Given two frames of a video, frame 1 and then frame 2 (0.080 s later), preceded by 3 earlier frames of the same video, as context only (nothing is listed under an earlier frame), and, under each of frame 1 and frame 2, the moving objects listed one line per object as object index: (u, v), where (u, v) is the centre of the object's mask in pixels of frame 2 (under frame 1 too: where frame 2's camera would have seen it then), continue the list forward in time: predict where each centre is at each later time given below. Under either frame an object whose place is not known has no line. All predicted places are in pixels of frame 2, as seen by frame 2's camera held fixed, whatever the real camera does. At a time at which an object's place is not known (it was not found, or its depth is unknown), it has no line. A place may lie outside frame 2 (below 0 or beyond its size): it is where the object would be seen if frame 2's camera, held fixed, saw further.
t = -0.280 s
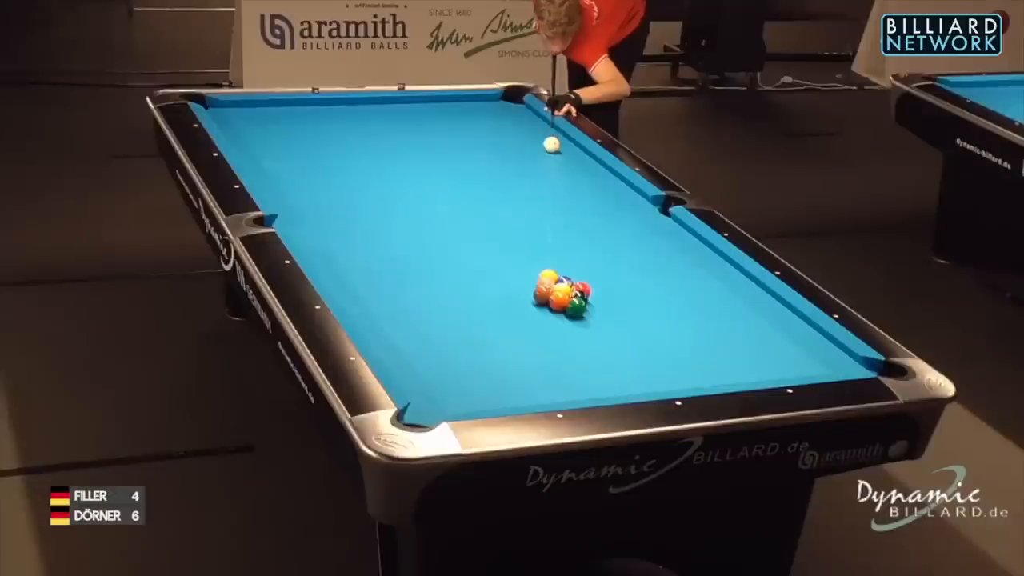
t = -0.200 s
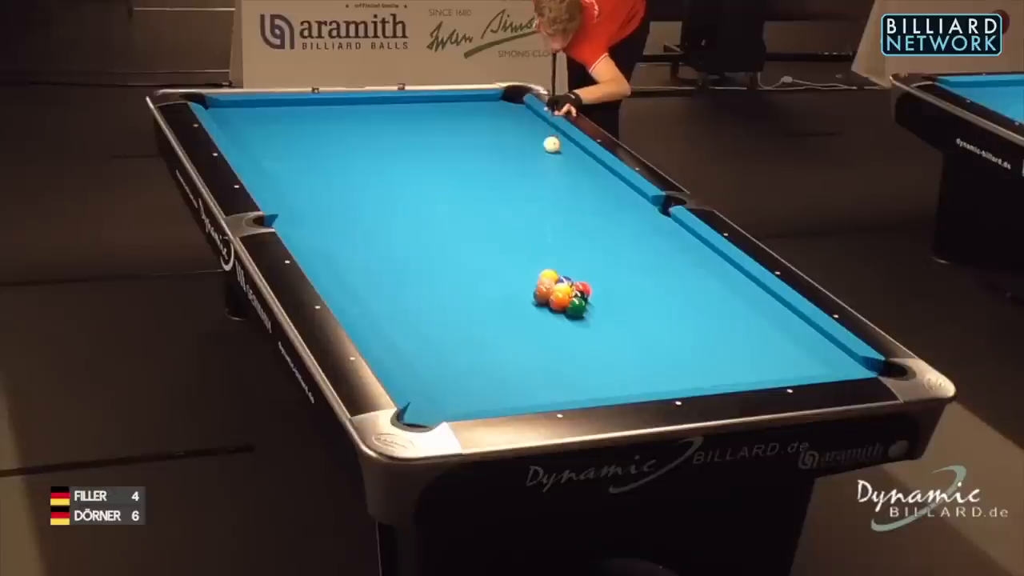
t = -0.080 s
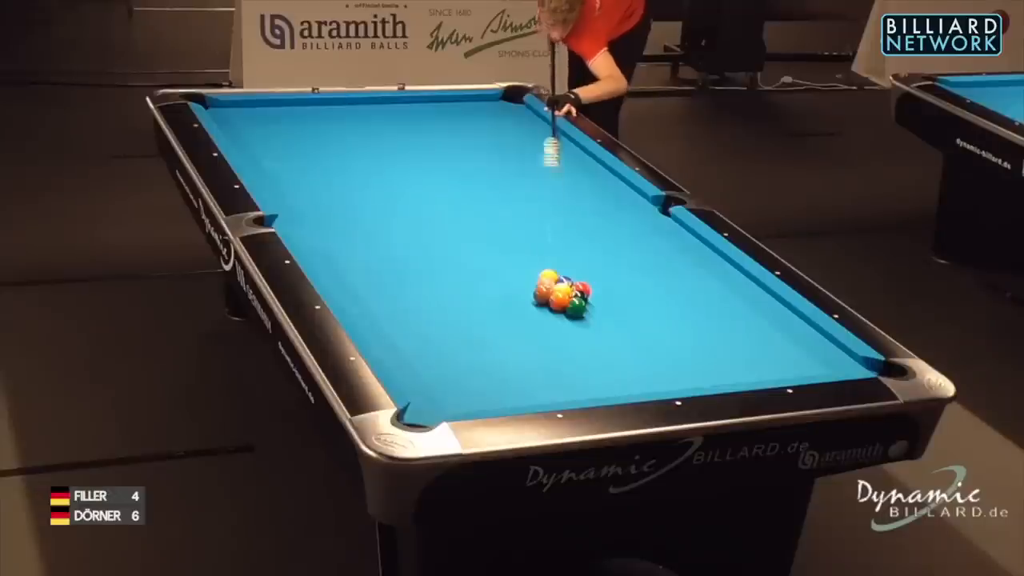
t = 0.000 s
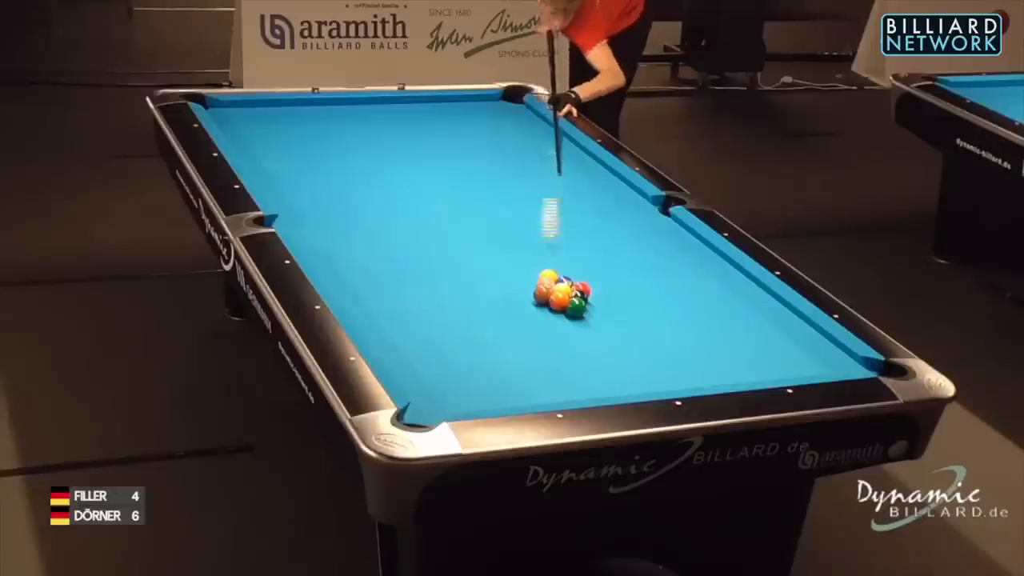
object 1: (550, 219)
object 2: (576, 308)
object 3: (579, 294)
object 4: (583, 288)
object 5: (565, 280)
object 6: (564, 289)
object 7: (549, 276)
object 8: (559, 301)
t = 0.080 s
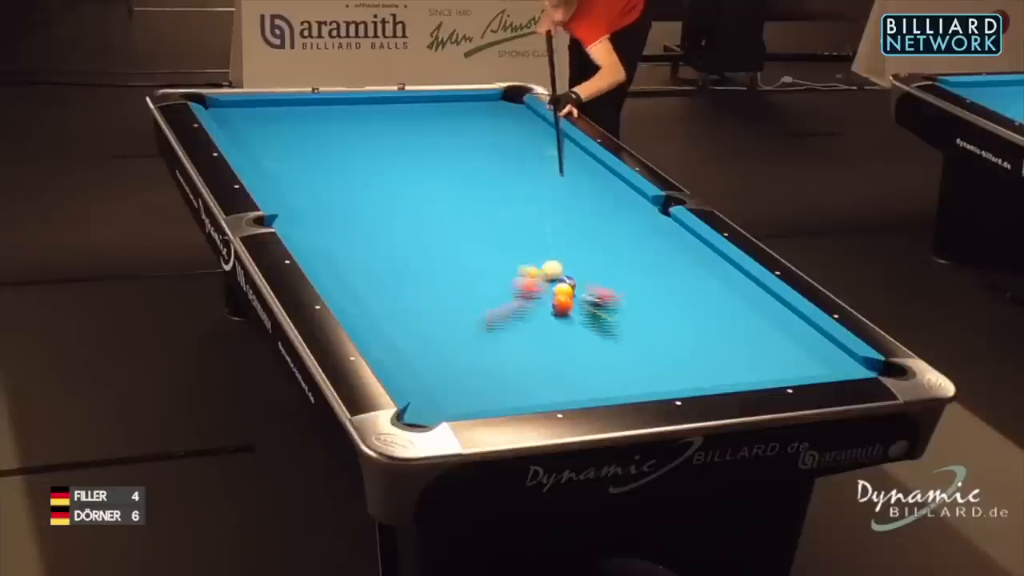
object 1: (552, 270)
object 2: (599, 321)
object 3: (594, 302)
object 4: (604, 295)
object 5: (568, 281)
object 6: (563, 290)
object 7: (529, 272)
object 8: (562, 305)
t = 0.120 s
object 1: (556, 268)
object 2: (629, 337)
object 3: (613, 313)
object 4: (630, 302)
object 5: (570, 281)
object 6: (564, 291)
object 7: (512, 270)
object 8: (564, 308)
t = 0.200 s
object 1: (563, 265)
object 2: (685, 367)
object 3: (646, 326)
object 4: (679, 315)
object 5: (574, 281)
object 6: (566, 293)
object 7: (479, 264)
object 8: (568, 315)
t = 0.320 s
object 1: (574, 262)
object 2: (713, 368)
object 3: (693, 342)
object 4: (744, 332)
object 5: (579, 281)
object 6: (569, 294)
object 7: (435, 254)
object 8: (574, 325)
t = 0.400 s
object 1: (580, 260)
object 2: (698, 356)
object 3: (729, 348)
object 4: (786, 341)
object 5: (583, 280)
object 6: (571, 294)
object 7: (406, 247)
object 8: (578, 332)
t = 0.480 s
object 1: (587, 259)
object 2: (678, 350)
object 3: (770, 347)
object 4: (829, 352)
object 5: (586, 280)
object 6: (572, 294)
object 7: (378, 240)
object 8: (582, 338)
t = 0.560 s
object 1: (593, 257)
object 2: (661, 344)
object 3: (809, 348)
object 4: (848, 360)
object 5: (589, 280)
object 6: (574, 294)
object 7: (350, 234)
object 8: (585, 345)
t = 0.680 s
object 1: (602, 254)
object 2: (635, 334)
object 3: (830, 351)
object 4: (831, 365)
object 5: (595, 279)
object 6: (575, 294)
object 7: (309, 224)
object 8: (591, 356)
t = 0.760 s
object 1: (608, 253)
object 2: (618, 329)
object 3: (834, 359)
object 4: (811, 364)
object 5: (598, 278)
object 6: (576, 294)
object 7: (290, 219)
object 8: (596, 362)
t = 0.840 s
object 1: (613, 251)
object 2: (602, 322)
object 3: (820, 365)
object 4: (792, 362)
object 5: (601, 278)
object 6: (577, 294)
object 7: (304, 222)
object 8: (600, 369)
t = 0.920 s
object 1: (618, 249)
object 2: (586, 317)
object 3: (807, 369)
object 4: (774, 359)
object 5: (604, 277)
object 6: (577, 294)
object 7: (318, 224)
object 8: (603, 376)
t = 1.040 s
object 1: (627, 247)
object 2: (563, 309)
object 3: (776, 370)
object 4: (746, 354)
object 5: (608, 276)
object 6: (577, 294)
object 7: (337, 228)
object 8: (610, 386)
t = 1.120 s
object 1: (631, 246)
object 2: (548, 303)
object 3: (755, 369)
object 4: (728, 351)
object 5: (610, 275)
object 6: (577, 294)
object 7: (350, 230)
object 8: (613, 389)
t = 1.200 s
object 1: (637, 244)
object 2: (533, 298)
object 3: (735, 369)
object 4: (711, 347)
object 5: (613, 275)
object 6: (577, 294)
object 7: (362, 232)
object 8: (607, 387)
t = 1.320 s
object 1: (644, 242)
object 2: (512, 291)
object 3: (704, 366)
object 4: (684, 342)
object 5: (616, 274)
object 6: (577, 294)
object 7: (381, 236)
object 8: (599, 383)
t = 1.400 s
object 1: (648, 241)
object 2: (499, 286)
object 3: (684, 365)
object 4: (668, 339)
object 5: (618, 273)
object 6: (577, 294)
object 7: (394, 238)
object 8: (593, 378)
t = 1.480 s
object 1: (652, 239)
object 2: (485, 281)
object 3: (663, 363)
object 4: (651, 336)
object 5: (620, 273)
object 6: (577, 294)
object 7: (406, 240)
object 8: (587, 374)
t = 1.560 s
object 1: (656, 238)
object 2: (472, 276)
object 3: (643, 361)
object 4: (635, 333)
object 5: (622, 273)
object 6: (577, 294)
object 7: (417, 242)
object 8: (582, 371)
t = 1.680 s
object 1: (663, 236)
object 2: (452, 269)
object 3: (613, 359)
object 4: (611, 329)
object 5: (625, 273)
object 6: (577, 294)
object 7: (435, 245)
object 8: (575, 365)
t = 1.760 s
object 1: (667, 234)
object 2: (440, 265)
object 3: (593, 357)
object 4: (595, 326)
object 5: (626, 272)
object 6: (577, 294)
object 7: (447, 247)
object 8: (570, 361)
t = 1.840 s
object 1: (670, 233)
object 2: (428, 260)
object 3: (578, 353)
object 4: (579, 324)
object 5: (628, 272)
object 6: (577, 294)
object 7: (458, 249)
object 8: (562, 359)
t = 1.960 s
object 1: (675, 232)
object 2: (410, 254)
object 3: (559, 345)
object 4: (556, 319)
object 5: (630, 272)
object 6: (577, 294)
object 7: (475, 252)
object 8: (545, 359)
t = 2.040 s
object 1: (678, 230)
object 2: (399, 250)
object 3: (547, 341)
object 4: (541, 316)
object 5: (631, 272)
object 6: (577, 294)
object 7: (486, 254)
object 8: (535, 359)
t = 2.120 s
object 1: (681, 229)
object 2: (388, 246)
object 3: (535, 336)
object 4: (526, 313)
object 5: (632, 272)
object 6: (577, 294)
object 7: (497, 256)
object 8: (524, 358)
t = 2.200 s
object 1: (680, 227)
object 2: (376, 242)
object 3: (524, 332)
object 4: (513, 311)
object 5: (633, 272)
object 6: (577, 294)
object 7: (508, 257)
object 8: (514, 357)
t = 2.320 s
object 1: (673, 225)
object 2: (360, 236)
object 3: (507, 326)
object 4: (491, 307)
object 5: (634, 272)
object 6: (577, 294)
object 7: (523, 260)
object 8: (499, 357)
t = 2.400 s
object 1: (669, 223)
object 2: (350, 232)
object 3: (497, 322)
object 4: (478, 305)
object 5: (634, 271)
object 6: (577, 294)
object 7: (534, 262)
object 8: (489, 356)
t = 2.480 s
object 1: (665, 222)
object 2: (339, 230)
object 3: (487, 318)
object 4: (464, 303)
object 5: (634, 271)
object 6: (577, 294)
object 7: (544, 263)
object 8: (479, 355)
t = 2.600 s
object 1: (659, 219)
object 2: (325, 224)
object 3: (472, 313)
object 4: (445, 299)
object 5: (635, 271)
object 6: (577, 294)
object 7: (559, 266)
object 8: (465, 355)
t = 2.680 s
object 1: (655, 218)
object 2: (316, 220)
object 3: (462, 309)
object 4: (432, 296)
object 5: (635, 271)
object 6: (577, 294)
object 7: (568, 267)
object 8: (456, 354)
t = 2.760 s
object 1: (652, 216)
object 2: (307, 217)
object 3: (452, 306)
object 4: (419, 294)
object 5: (635, 271)
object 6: (577, 294)
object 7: (578, 269)
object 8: (447, 354)
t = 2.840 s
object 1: (648, 215)
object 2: (298, 213)
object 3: (443, 302)
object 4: (407, 292)
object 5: (635, 271)
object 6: (577, 294)
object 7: (588, 270)
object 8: (439, 353)
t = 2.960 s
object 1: (643, 213)
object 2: (284, 208)
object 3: (430, 297)
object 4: (389, 288)
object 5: (634, 271)
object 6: (577, 294)
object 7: (601, 272)
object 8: (426, 353)
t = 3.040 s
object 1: (640, 212)
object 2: (280, 205)
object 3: (421, 293)
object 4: (377, 286)
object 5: (635, 271)
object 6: (577, 294)
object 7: (610, 274)
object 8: (418, 352)
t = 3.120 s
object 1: (637, 211)
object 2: (281, 203)
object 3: (413, 290)
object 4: (365, 284)
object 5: (635, 271)
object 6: (577, 294)
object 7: (619, 275)
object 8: (410, 352)
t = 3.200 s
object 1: (634, 209)
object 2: (282, 201)
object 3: (405, 287)
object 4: (354, 282)
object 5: (638, 269)
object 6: (577, 294)
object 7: (626, 277)
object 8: (402, 352)
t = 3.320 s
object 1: (630, 208)
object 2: (284, 198)
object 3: (393, 283)
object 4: (339, 279)
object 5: (639, 267)
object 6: (577, 294)
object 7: (636, 280)
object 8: (391, 351)
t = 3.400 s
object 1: (627, 207)
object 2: (285, 196)
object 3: (385, 279)
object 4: (335, 276)
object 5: (639, 267)
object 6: (577, 294)
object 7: (643, 282)
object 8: (386, 349)
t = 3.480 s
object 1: (624, 206)
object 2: (287, 194)
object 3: (378, 276)
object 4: (338, 275)
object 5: (641, 268)
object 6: (577, 295)
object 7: (649, 284)
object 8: (389, 349)
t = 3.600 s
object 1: (621, 205)
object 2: (289, 191)
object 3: (367, 273)
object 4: (344, 272)
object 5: (643, 269)
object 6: (577, 294)
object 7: (658, 286)
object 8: (394, 349)
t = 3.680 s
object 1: (619, 204)
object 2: (290, 189)
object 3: (365, 269)
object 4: (343, 271)
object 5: (644, 268)
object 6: (577, 294)
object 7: (664, 288)
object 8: (397, 348)
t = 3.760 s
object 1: (617, 203)
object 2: (291, 188)
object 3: (365, 266)
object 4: (341, 270)
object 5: (645, 268)
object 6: (577, 294)
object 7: (669, 290)
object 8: (401, 347)
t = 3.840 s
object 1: (615, 202)
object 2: (293, 186)
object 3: (365, 263)
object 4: (338, 269)
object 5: (646, 268)
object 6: (577, 294)
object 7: (675, 292)
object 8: (404, 346)
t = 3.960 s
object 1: (612, 201)
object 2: (294, 184)
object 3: (365, 259)
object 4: (334, 267)
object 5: (647, 267)
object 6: (577, 294)
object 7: (682, 294)
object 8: (408, 345)
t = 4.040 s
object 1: (610, 201)
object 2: (295, 183)
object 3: (365, 256)
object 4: (332, 266)
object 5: (648, 267)
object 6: (577, 294)
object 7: (688, 296)
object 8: (411, 345)
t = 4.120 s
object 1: (609, 200)
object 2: (297, 181)
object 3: (365, 253)
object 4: (330, 265)
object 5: (648, 267)
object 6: (577, 294)
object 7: (693, 297)
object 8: (413, 344)
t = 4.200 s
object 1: (607, 200)
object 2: (297, 180)
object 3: (365, 250)
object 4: (328, 264)
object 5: (648, 267)
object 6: (577, 294)
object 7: (697, 298)
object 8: (415, 344)
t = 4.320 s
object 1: (605, 199)
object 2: (299, 178)
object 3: (365, 247)
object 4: (325, 262)
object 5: (649, 266)
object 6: (577, 294)
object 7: (704, 300)
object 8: (419, 343)
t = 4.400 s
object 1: (604, 199)
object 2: (300, 176)
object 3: (365, 244)
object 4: (323, 262)
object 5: (649, 266)
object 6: (577, 294)
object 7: (709, 302)
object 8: (420, 343)
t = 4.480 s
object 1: (603, 199)
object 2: (300, 175)
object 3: (365, 242)
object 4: (322, 261)
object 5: (649, 266)
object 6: (577, 294)
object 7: (713, 303)
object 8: (422, 342)
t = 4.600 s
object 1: (602, 198)
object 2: (301, 174)
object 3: (365, 239)
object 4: (322, 260)
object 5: (649, 266)
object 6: (577, 294)
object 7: (719, 305)
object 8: (424, 342)
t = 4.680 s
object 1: (601, 198)
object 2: (302, 173)
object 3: (365, 236)
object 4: (322, 260)
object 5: (649, 266)
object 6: (577, 294)
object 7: (723, 306)
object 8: (425, 341)
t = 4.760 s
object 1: (601, 197)
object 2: (303, 172)
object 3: (365, 234)
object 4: (322, 260)
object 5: (649, 266)
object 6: (577, 294)
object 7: (727, 307)
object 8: (426, 341)
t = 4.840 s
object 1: (600, 197)
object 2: (303, 171)
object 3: (365, 232)
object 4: (323, 260)
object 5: (649, 266)
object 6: (577, 294)
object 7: (730, 308)
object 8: (427, 341)
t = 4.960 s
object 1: (600, 197)
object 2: (304, 170)
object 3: (366, 229)
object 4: (323, 260)
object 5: (649, 266)
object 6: (577, 294)
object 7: (735, 310)
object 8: (429, 341)
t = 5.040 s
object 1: (600, 197)
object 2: (305, 169)
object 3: (366, 228)
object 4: (323, 260)
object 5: (649, 266)
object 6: (577, 294)
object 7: (738, 310)
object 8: (429, 341)
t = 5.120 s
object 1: (600, 197)
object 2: (305, 168)
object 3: (366, 226)
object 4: (323, 260)
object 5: (649, 266)
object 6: (577, 294)
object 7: (741, 311)
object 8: (430, 341)
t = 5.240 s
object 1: (600, 197)
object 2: (306, 167)
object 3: (366, 223)
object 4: (323, 260)
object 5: (649, 266)
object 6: (577, 294)
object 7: (745, 312)
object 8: (430, 341)
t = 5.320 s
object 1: (600, 197)
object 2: (307, 167)
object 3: (366, 222)
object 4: (323, 260)
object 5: (649, 267)
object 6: (577, 294)
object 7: (748, 313)
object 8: (430, 341)
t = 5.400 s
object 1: (600, 197)
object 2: (307, 166)
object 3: (366, 220)
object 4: (323, 260)
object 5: (649, 267)
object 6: (577, 294)
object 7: (750, 314)
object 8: (430, 341)
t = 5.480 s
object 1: (600, 197)
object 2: (307, 166)
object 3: (367, 219)
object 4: (323, 260)
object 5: (649, 267)
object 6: (577, 294)
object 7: (752, 314)
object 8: (430, 341)
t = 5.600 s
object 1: (600, 197)
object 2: (308, 165)
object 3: (367, 217)
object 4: (323, 260)
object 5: (649, 267)
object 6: (577, 294)
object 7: (755, 315)
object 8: (429, 341)
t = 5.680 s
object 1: (600, 197)
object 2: (308, 165)
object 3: (367, 215)
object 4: (323, 260)
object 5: (649, 267)
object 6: (577, 294)
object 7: (757, 316)
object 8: (429, 341)
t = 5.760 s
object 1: (600, 197)
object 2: (308, 165)
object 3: (367, 214)
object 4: (323, 260)
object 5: (649, 267)
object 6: (577, 294)
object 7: (758, 316)
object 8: (429, 341)
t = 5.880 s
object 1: (600, 197)
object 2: (308, 165)
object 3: (367, 213)
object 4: (323, 260)
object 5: (649, 267)
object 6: (577, 294)
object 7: (760, 316)
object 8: (429, 341)
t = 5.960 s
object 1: (600, 197)
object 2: (308, 164)
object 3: (367, 211)
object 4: (323, 260)
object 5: (649, 267)
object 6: (577, 294)
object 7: (761, 317)
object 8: (429, 341)
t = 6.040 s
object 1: (600, 197)
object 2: (308, 164)
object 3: (368, 210)
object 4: (323, 260)
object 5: (649, 267)
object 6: (577, 294)
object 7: (763, 317)
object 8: (429, 341)
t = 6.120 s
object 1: (600, 197)
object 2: (308, 164)
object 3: (368, 210)
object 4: (323, 260)
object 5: (649, 267)
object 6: (577, 294)
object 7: (764, 317)
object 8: (429, 341)
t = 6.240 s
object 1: (600, 197)
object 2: (308, 164)
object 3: (368, 209)
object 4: (323, 260)
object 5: (649, 267)
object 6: (577, 294)
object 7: (764, 317)
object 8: (429, 341)
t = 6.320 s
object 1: (600, 197)
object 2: (308, 164)
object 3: (368, 208)
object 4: (323, 260)
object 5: (649, 267)
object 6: (577, 294)
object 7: (764, 317)
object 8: (429, 341)
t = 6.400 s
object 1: (600, 197)
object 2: (308, 164)
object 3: (368, 207)
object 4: (323, 260)
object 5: (649, 267)
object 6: (577, 294)
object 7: (765, 317)
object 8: (429, 341)
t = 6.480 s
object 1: (600, 197)
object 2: (308, 165)
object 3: (368, 206)
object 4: (323, 260)
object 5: (649, 267)
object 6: (577, 294)
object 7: (765, 317)
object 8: (429, 341)
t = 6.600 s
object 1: (600, 197)
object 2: (308, 165)
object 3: (368, 205)
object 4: (323, 260)
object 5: (649, 267)
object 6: (577, 294)
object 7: (765, 317)
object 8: (429, 341)
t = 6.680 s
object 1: (600, 197)
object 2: (308, 165)
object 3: (369, 205)
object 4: (323, 260)
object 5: (649, 267)
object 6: (577, 294)
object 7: (765, 317)
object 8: (429, 341)
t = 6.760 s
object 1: (600, 197)
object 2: (308, 165)
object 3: (369, 204)
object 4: (323, 260)
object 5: (649, 267)
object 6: (577, 294)
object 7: (765, 317)
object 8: (429, 341)
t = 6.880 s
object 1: (600, 197)
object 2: (308, 165)
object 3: (369, 204)
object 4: (323, 260)
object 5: (649, 267)
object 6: (577, 294)
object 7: (765, 317)
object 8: (429, 341)
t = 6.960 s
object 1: (600, 197)
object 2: (308, 165)
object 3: (369, 203)
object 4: (323, 260)
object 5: (649, 267)
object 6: (577, 294)
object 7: (765, 317)
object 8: (429, 341)
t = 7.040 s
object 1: (600, 197)
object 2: (308, 165)
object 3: (369, 203)
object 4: (323, 260)
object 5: (649, 267)
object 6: (577, 294)
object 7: (765, 317)
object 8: (429, 341)
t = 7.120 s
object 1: (600, 197)
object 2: (308, 165)
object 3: (369, 203)
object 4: (323, 260)
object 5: (649, 267)
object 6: (577, 294)
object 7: (765, 317)
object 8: (429, 341)
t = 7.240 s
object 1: (600, 197)
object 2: (308, 164)
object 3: (369, 203)
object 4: (323, 260)
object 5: (649, 267)
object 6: (577, 294)
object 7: (764, 317)
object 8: (429, 341)
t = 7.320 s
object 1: (600, 197)
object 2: (308, 165)
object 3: (369, 202)
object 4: (323, 260)
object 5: (649, 267)
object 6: (577, 294)
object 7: (765, 317)
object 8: (429, 341)
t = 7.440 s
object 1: (600, 197)
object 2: (308, 165)
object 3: (369, 202)
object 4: (323, 260)
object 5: (649, 267)
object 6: (577, 294)
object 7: (764, 317)
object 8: (429, 341)
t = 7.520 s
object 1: (600, 197)
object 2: (308, 165)
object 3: (370, 202)
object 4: (323, 260)
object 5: (649, 267)
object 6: (577, 294)
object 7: (764, 317)
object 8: (429, 341)
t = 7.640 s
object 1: (600, 197)
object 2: (308, 165)
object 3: (369, 203)
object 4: (323, 260)
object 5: (649, 267)
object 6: (577, 294)
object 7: (764, 317)
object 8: (429, 341)
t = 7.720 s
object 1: (600, 197)
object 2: (308, 165)
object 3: (370, 203)
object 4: (323, 260)
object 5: (649, 267)
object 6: (577, 294)
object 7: (765, 317)
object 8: (429, 341)
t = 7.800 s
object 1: (600, 197)
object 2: (308, 165)
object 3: (370, 203)
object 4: (323, 260)
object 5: (649, 267)
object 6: (577, 294)
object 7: (764, 317)
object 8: (429, 341)
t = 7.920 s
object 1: (600, 197)
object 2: (308, 165)
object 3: (370, 203)
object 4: (323, 260)
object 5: (649, 267)
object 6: (577, 294)
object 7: (764, 317)
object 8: (429, 341)
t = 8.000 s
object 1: (600, 197)
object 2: (308, 165)
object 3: (370, 203)
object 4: (323, 260)
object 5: (649, 267)
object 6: (577, 294)
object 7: (764, 317)
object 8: (429, 341)
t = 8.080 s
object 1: (600, 197)
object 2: (308, 165)
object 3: (370, 203)
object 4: (323, 260)
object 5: (649, 267)
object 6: (577, 294)
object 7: (764, 317)
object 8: (429, 341)
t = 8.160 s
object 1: (600, 197)
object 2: (308, 165)
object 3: (370, 203)
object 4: (323, 260)
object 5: (649, 267)
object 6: (577, 294)
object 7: (764, 317)
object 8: (429, 341)
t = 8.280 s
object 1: (600, 197)
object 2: (308, 165)
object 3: (370, 203)
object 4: (323, 260)
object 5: (649, 267)
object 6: (577, 294)
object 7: (764, 317)
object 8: (429, 341)
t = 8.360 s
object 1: (600, 197)
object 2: (308, 165)
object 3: (370, 203)
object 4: (323, 260)
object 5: (649, 266)
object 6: (577, 294)
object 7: (764, 317)
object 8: (429, 341)
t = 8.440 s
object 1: (600, 197)
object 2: (309, 165)
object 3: (370, 203)
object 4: (323, 260)
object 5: (649, 266)
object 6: (577, 294)
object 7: (764, 317)
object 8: (429, 341)
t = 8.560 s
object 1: (600, 197)
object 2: (308, 165)
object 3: (370, 202)
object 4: (323, 260)
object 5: (649, 266)
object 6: (577, 294)
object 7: (764, 317)
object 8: (429, 341)
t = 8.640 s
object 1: (600, 197)
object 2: (308, 165)
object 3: (370, 202)
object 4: (323, 259)
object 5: (649, 266)
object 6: (577, 294)
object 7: (764, 317)
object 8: (429, 341)
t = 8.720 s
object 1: (600, 197)
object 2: (308, 165)
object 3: (370, 202)
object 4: (323, 260)
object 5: (649, 266)
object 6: (577, 294)
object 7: (765, 317)
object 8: (429, 341)
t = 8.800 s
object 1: (600, 197)
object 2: (308, 165)
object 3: (370, 202)
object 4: (323, 260)
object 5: (649, 266)
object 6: (577, 294)
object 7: (764, 317)
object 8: (429, 341)
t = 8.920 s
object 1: (600, 197)
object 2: (308, 165)
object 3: (370, 202)
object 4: (323, 260)
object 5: (649, 266)
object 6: (577, 294)
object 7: (765, 317)
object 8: (429, 341)
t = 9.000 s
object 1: (600, 197)
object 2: (308, 165)
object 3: (370, 202)
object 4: (323, 260)
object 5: (649, 266)
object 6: (577, 294)
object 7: (764, 317)
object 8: (429, 341)
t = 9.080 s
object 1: (600, 197)
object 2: (308, 165)
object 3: (370, 202)
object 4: (323, 260)
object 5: (649, 267)
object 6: (577, 294)
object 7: (765, 317)
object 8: (429, 341)
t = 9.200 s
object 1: (600, 197)
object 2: (309, 165)
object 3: (370, 202)
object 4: (323, 260)
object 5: (649, 267)
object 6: (577, 294)
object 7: (765, 317)
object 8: (429, 341)
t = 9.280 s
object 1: (600, 197)
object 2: (308, 165)
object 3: (370, 202)
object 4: (323, 260)
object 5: (649, 267)
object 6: (577, 294)
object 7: (764, 317)
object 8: (429, 341)
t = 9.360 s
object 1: (600, 197)
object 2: (308, 165)
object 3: (370, 202)
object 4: (323, 260)
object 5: (649, 267)
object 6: (577, 294)
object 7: (764, 317)
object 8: (429, 341)
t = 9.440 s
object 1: (600, 197)
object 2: (308, 165)
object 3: (370, 202)
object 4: (323, 260)
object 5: (649, 267)
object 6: (577, 294)
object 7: (764, 317)
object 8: (429, 341)
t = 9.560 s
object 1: (600, 197)
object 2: (309, 165)
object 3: (370, 202)
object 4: (323, 260)
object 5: (649, 267)
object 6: (577, 294)
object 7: (764, 317)
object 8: (429, 341)
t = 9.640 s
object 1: (600, 197)
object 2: (309, 165)
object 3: (370, 202)
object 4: (323, 260)
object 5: (649, 267)
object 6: (577, 294)
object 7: (764, 317)
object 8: (429, 341)
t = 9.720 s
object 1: (600, 197)
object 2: (308, 165)
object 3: (370, 202)
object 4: (323, 260)
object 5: (649, 267)
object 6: (577, 294)
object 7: (765, 317)
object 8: (429, 341)
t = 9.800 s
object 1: (600, 197)
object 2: (308, 165)
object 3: (370, 202)
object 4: (323, 260)
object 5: (649, 267)
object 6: (577, 294)
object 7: (765, 317)
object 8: (429, 341)
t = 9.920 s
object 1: (600, 197)
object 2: (308, 165)
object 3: (370, 202)
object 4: (323, 260)
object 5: (649, 267)
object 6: (577, 294)
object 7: (765, 317)
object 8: (429, 341)
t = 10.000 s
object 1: (600, 197)
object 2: (308, 165)
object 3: (370, 202)
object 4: (323, 260)
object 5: (649, 267)
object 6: (577, 294)
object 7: (764, 317)
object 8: (429, 341)
